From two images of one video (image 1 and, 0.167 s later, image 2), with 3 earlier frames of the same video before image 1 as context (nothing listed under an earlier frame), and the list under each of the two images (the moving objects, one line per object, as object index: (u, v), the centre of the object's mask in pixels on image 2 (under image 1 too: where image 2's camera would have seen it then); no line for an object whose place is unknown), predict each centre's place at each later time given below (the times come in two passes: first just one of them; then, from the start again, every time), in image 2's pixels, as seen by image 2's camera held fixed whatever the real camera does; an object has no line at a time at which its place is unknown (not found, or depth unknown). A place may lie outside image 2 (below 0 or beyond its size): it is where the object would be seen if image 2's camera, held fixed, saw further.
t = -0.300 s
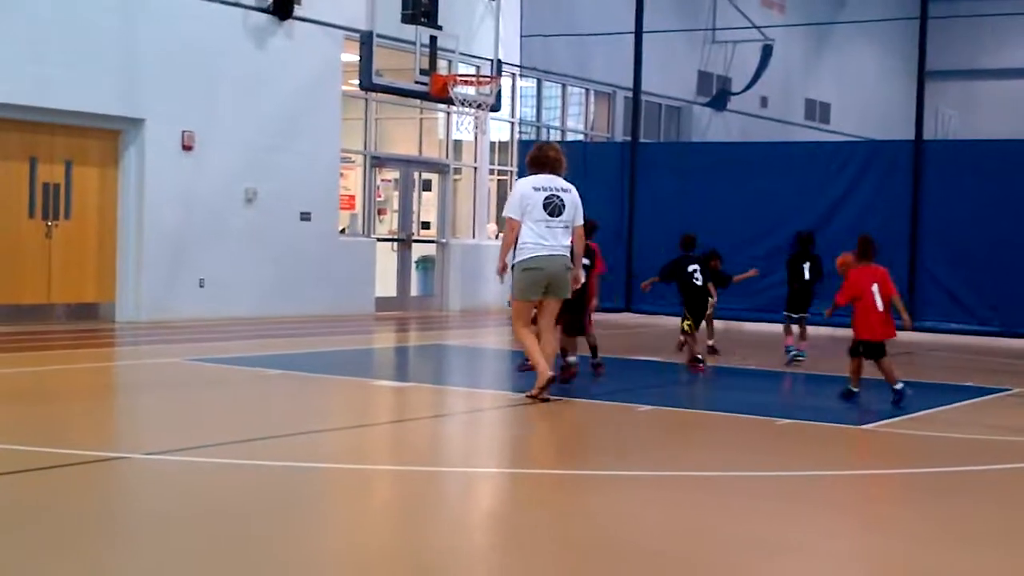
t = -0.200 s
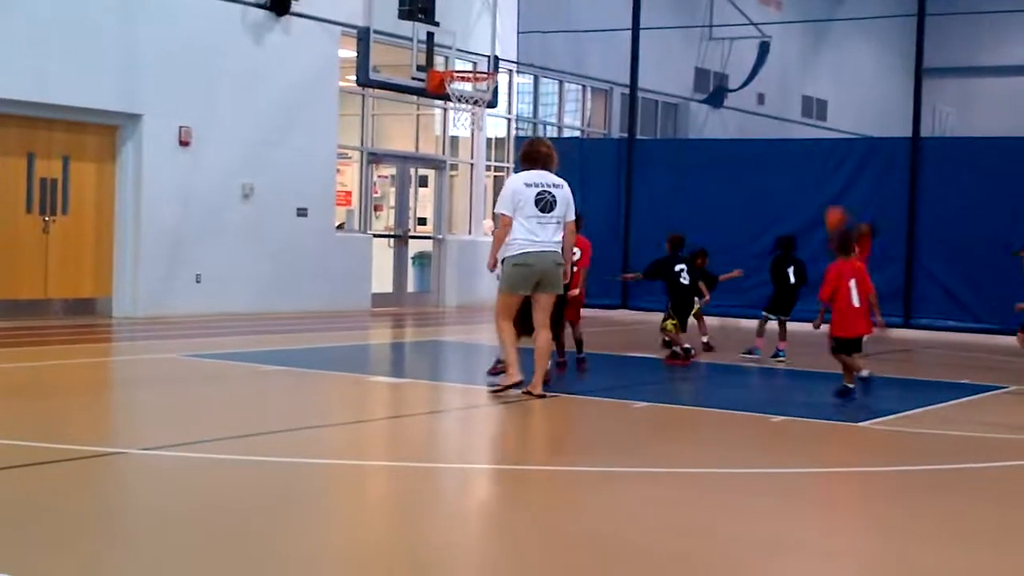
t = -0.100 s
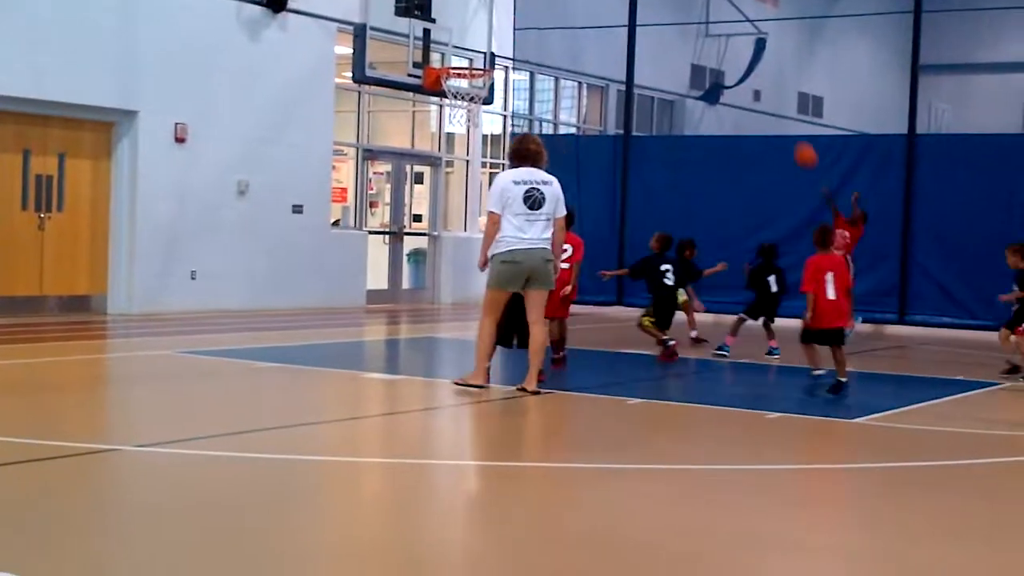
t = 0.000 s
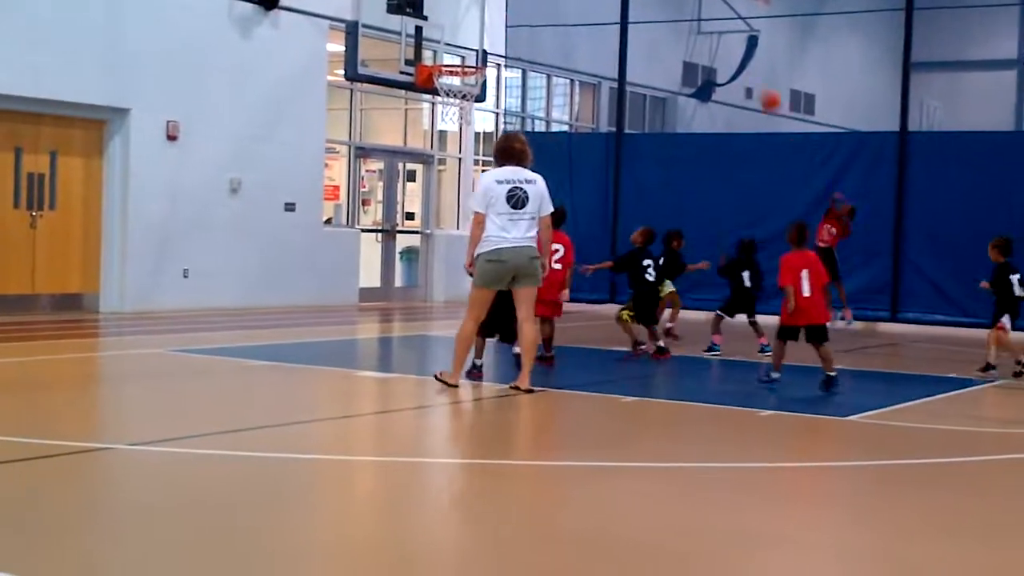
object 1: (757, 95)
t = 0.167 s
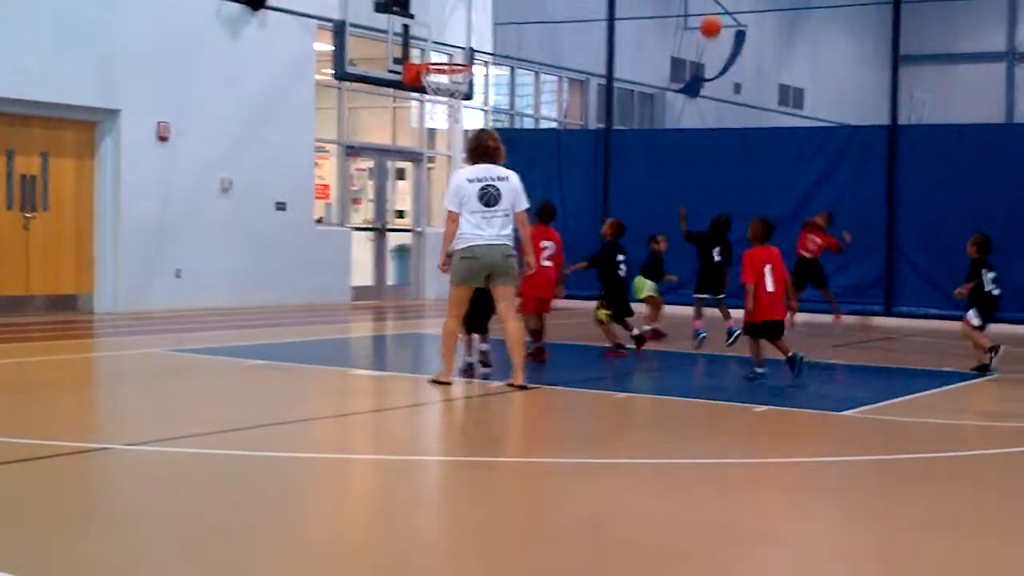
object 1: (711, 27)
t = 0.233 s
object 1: (690, 9)
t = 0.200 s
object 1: (700, 16)
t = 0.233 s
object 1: (690, 9)
